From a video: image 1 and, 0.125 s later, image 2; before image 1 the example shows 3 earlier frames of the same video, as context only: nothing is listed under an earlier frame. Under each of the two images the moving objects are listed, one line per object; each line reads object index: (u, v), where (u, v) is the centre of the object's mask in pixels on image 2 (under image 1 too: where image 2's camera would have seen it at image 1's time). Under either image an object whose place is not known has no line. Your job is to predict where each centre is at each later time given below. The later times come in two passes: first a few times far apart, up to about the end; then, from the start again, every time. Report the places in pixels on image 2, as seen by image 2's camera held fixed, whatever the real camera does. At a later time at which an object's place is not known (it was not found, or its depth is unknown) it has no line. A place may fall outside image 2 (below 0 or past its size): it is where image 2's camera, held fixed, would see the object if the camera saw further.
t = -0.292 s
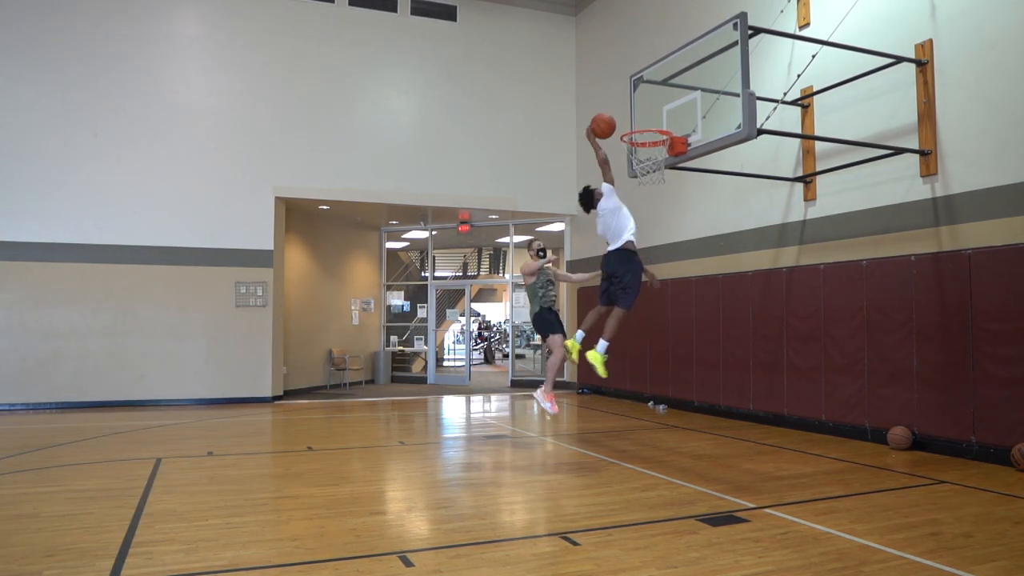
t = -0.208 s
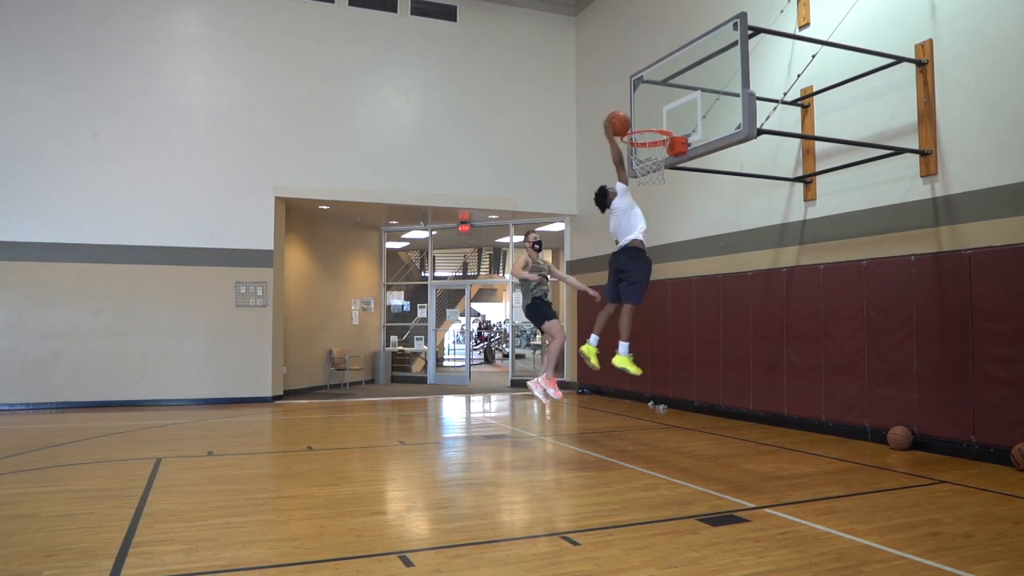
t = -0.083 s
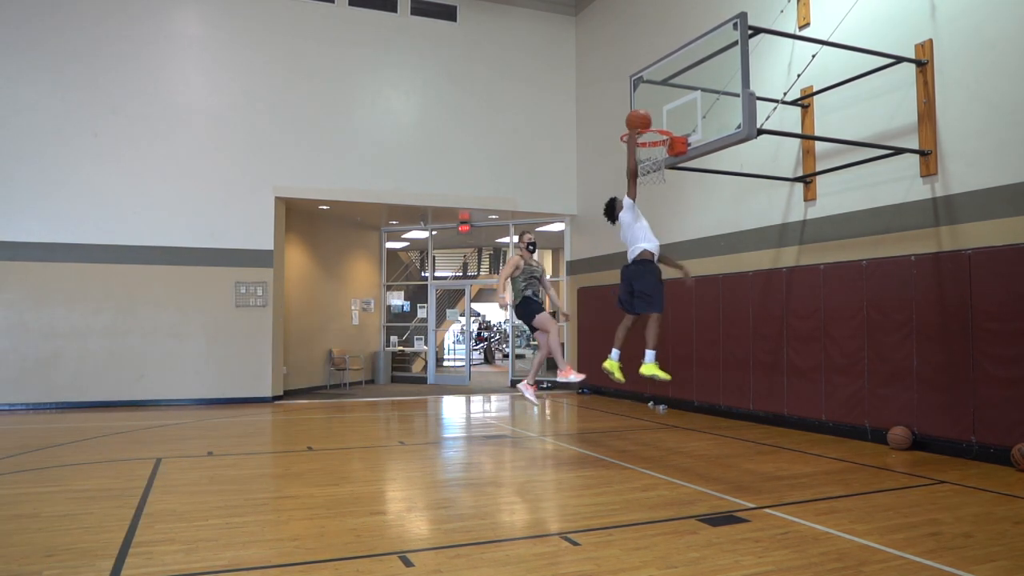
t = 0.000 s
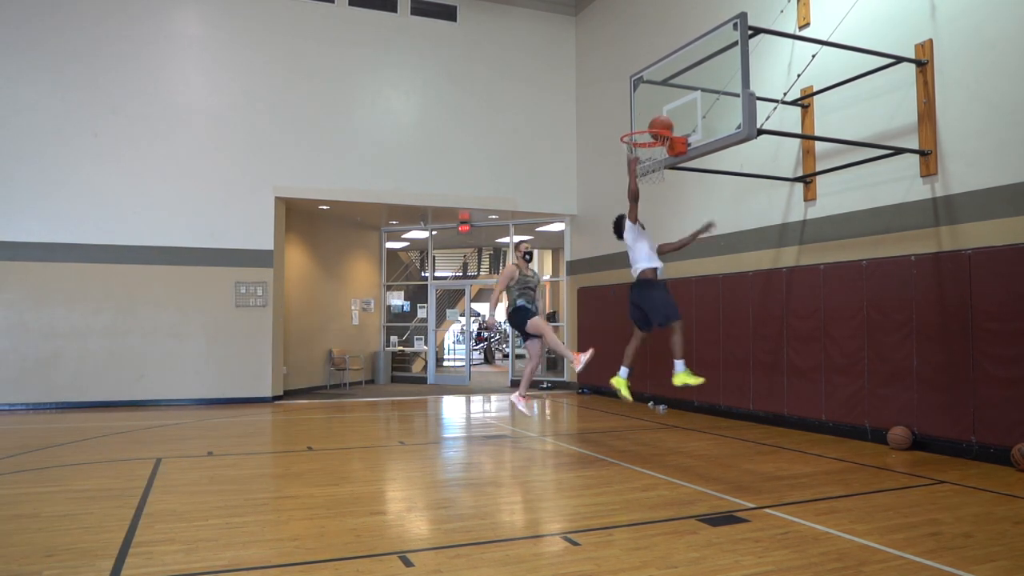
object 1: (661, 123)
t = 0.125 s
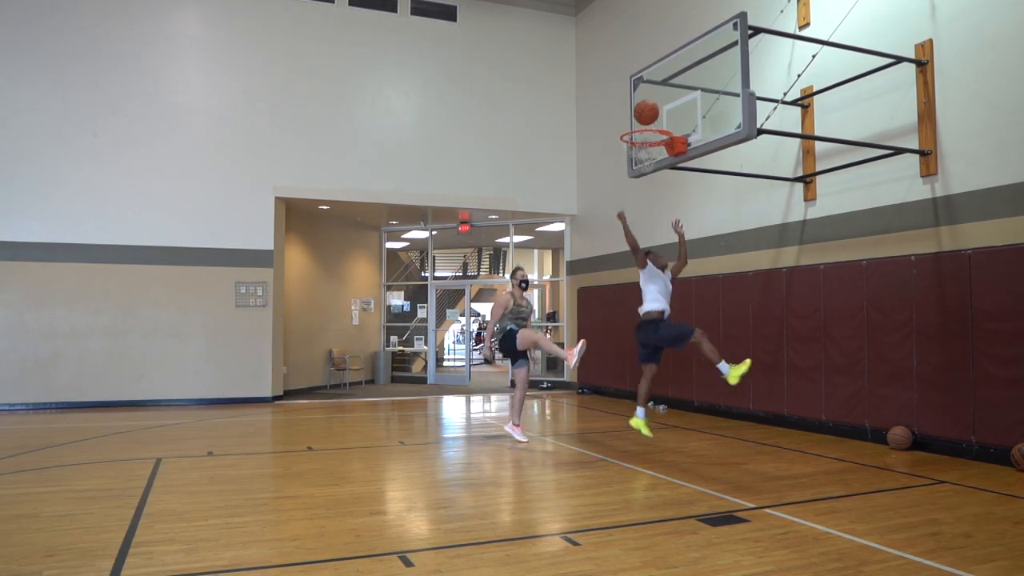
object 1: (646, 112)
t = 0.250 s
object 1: (629, 109)
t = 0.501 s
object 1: (594, 152)
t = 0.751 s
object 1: (557, 269)
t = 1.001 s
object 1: (520, 465)
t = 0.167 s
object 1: (640, 110)
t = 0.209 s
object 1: (635, 109)
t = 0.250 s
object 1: (629, 109)
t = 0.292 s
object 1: (623, 111)
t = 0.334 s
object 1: (617, 116)
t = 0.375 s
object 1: (611, 122)
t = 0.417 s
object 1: (605, 130)
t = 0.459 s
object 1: (599, 140)
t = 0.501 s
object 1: (594, 152)
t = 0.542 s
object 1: (588, 166)
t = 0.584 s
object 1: (582, 182)
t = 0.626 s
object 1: (575, 200)
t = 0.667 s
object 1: (570, 221)
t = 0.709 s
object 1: (563, 244)
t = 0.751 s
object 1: (557, 269)
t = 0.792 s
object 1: (551, 295)
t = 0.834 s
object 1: (545, 326)
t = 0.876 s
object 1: (539, 358)
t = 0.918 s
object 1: (532, 392)
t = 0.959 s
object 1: (526, 428)
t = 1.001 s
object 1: (520, 465)
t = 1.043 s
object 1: (517, 440)
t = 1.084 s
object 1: (515, 415)
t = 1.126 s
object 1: (512, 391)
